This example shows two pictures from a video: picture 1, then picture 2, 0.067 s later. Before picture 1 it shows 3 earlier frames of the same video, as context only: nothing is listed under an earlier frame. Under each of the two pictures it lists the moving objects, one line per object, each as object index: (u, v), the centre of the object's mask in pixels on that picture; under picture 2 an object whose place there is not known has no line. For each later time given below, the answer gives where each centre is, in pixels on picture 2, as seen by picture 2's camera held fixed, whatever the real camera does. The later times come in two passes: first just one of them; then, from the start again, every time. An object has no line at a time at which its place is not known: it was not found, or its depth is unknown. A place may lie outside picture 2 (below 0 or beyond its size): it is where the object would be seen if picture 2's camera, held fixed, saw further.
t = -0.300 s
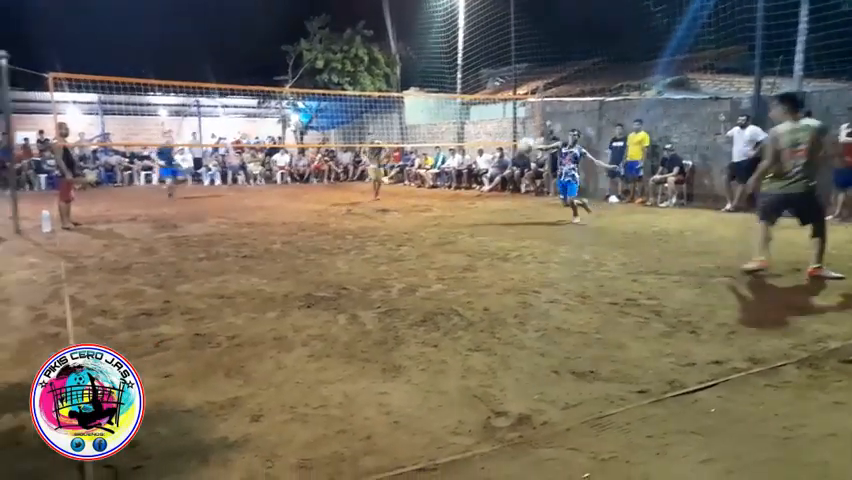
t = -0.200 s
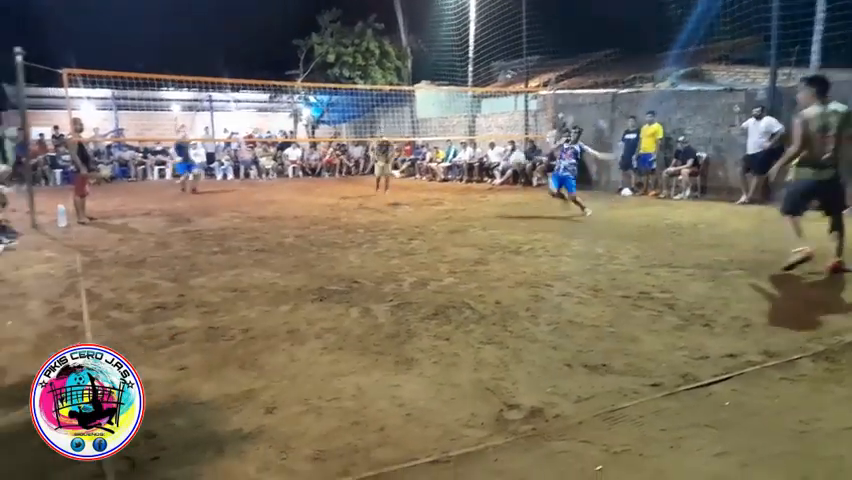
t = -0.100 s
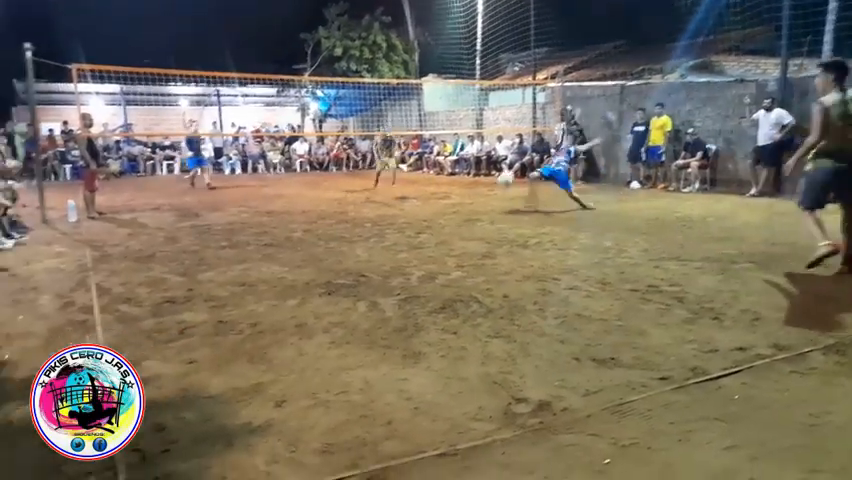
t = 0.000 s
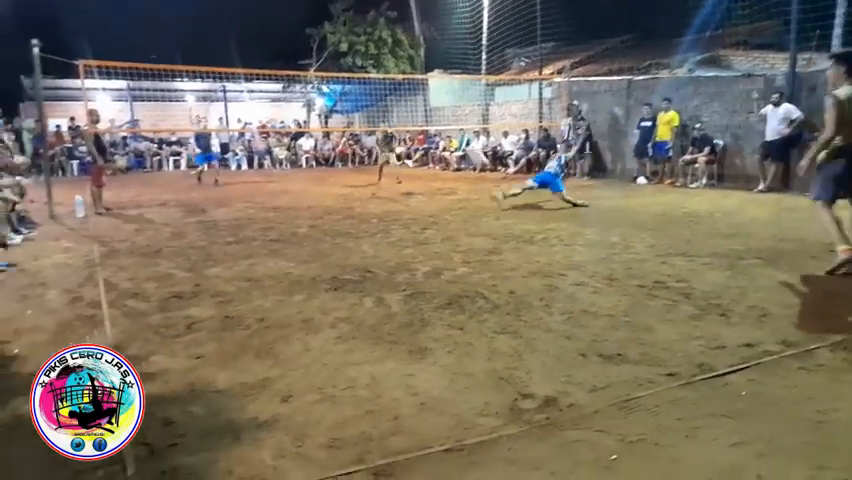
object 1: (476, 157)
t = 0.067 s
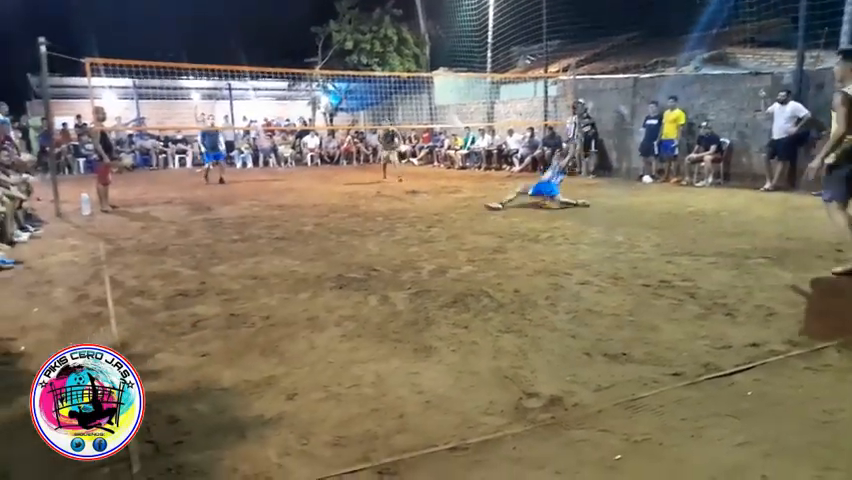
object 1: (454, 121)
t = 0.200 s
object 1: (399, 72)
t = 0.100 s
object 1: (441, 108)
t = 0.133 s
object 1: (425, 94)
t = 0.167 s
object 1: (413, 84)
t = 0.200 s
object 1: (399, 72)
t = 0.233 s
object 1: (387, 63)
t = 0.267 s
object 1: (374, 53)
